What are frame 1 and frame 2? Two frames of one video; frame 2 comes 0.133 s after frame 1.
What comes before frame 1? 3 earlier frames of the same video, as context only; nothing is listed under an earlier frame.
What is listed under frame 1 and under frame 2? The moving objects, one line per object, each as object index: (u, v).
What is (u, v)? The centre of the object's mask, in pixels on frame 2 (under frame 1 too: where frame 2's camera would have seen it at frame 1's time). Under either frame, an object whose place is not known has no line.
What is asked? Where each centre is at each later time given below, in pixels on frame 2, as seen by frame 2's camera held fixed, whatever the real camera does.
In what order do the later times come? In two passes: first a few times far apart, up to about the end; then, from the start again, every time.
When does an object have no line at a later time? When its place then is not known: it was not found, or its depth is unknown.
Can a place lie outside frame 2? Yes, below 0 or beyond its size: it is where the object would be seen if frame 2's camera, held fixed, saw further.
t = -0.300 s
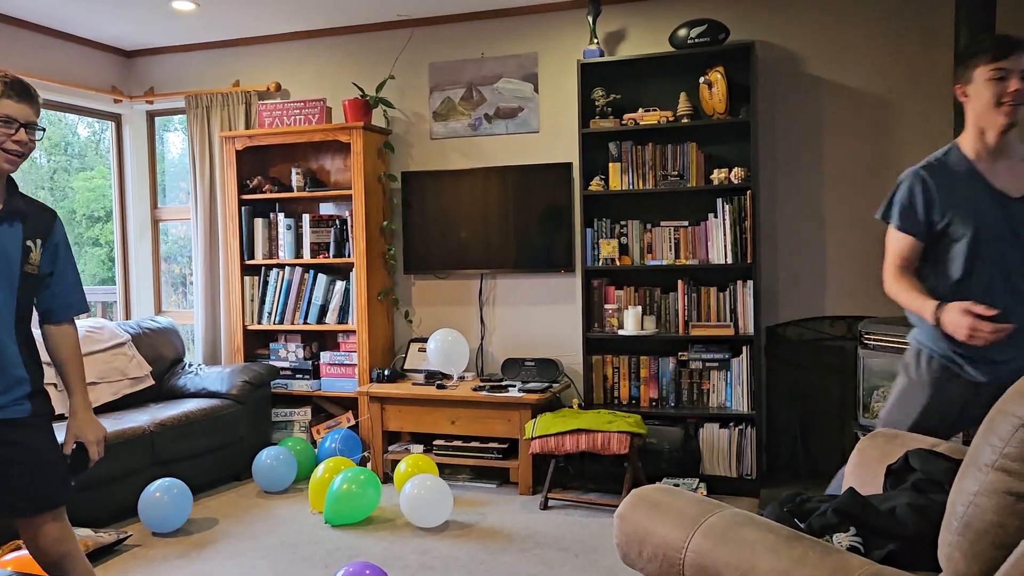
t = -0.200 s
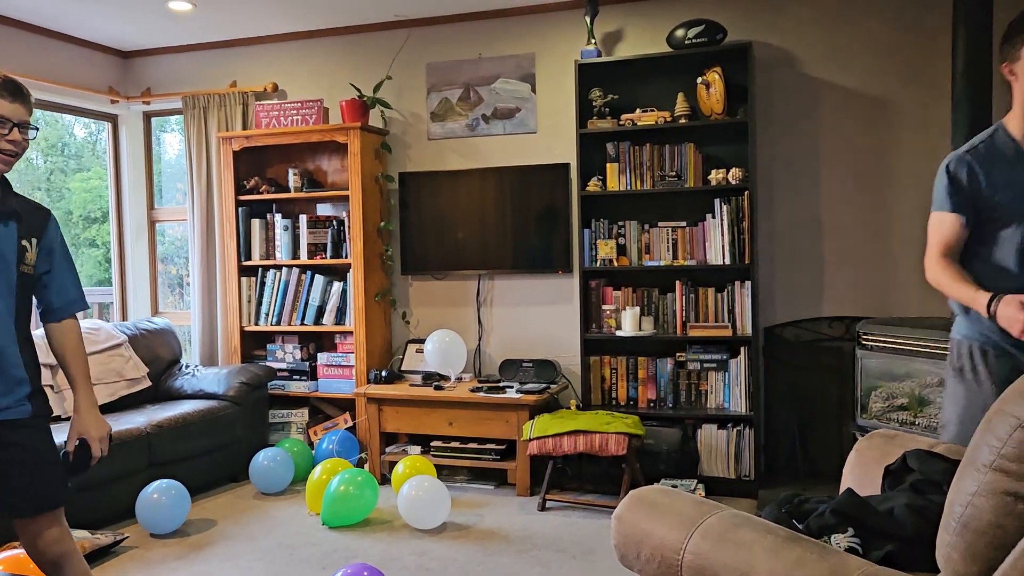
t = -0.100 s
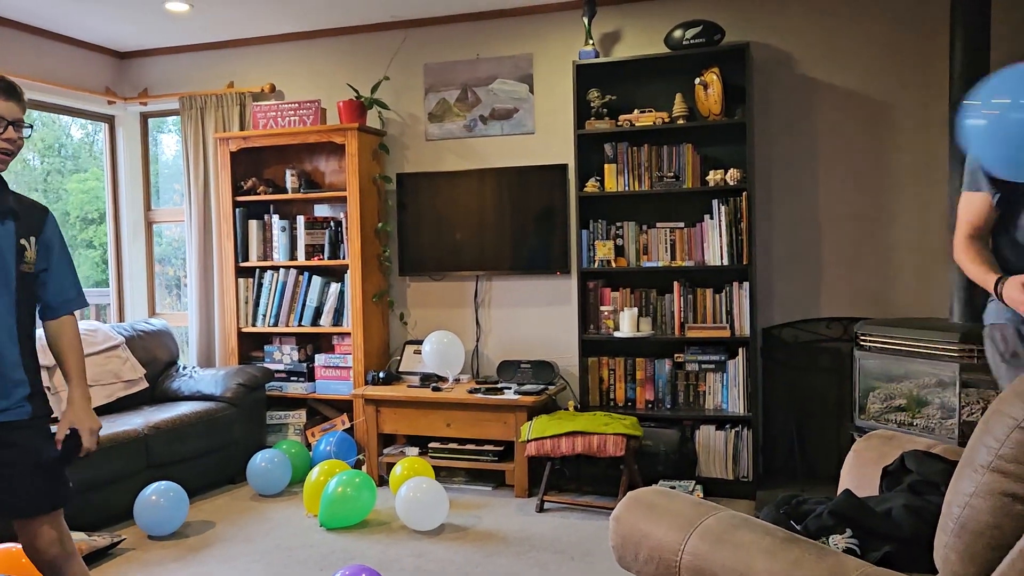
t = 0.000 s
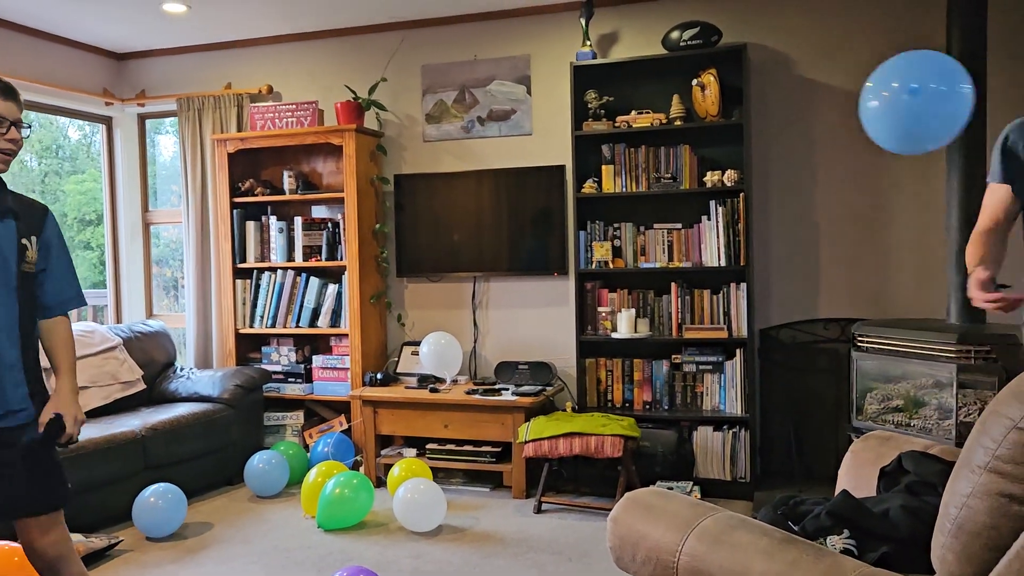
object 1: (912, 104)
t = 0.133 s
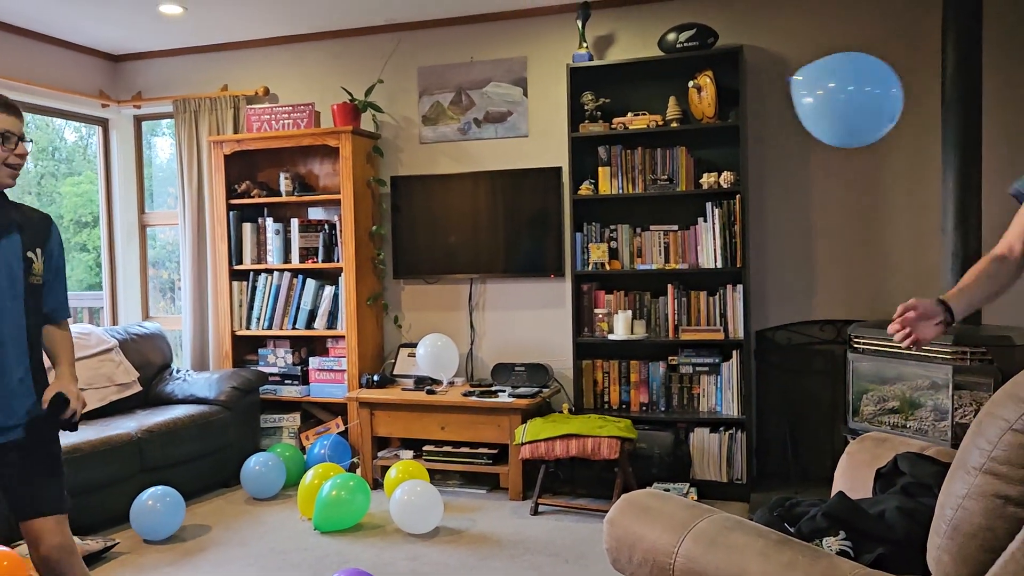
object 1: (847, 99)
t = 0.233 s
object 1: (814, 109)
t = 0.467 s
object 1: (764, 147)
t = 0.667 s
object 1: (739, 180)
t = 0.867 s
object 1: (727, 222)
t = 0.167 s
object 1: (834, 101)
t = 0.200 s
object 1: (824, 104)
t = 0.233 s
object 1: (814, 109)
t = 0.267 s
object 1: (806, 114)
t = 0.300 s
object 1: (798, 120)
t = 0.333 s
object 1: (790, 125)
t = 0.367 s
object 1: (783, 130)
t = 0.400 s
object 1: (776, 135)
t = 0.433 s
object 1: (770, 140)
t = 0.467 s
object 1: (764, 147)
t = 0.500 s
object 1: (759, 153)
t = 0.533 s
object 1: (754, 159)
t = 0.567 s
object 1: (750, 165)
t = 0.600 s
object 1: (746, 170)
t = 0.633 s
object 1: (742, 175)
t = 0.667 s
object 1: (739, 180)
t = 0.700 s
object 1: (737, 186)
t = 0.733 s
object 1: (735, 193)
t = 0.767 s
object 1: (733, 200)
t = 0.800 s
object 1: (731, 207)
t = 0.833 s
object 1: (729, 215)
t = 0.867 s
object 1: (727, 222)
